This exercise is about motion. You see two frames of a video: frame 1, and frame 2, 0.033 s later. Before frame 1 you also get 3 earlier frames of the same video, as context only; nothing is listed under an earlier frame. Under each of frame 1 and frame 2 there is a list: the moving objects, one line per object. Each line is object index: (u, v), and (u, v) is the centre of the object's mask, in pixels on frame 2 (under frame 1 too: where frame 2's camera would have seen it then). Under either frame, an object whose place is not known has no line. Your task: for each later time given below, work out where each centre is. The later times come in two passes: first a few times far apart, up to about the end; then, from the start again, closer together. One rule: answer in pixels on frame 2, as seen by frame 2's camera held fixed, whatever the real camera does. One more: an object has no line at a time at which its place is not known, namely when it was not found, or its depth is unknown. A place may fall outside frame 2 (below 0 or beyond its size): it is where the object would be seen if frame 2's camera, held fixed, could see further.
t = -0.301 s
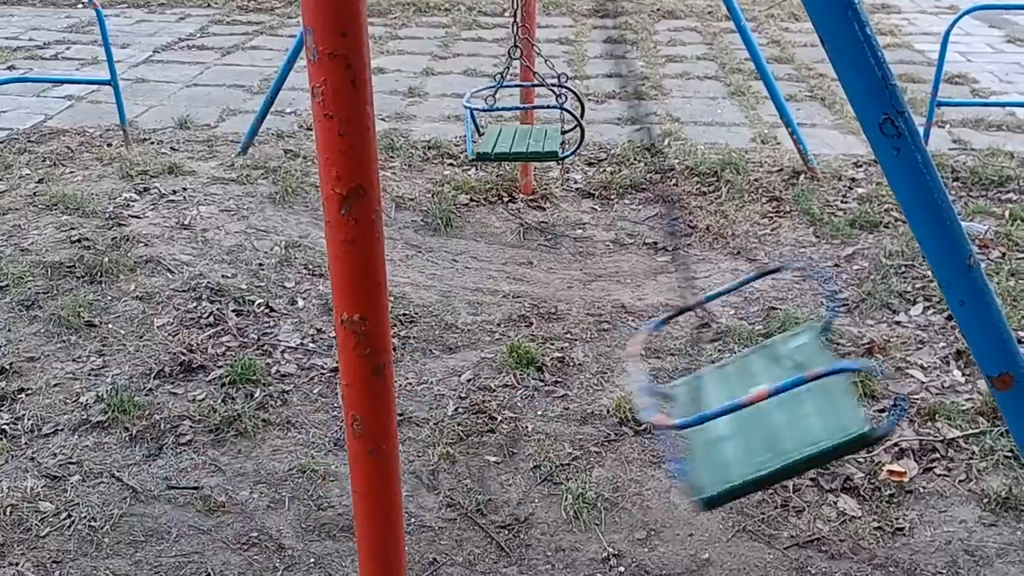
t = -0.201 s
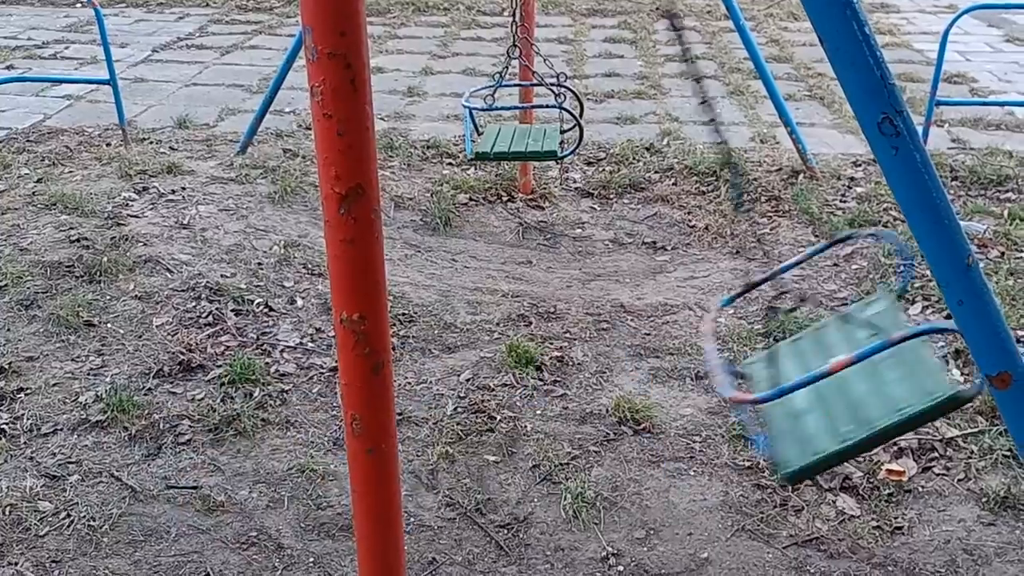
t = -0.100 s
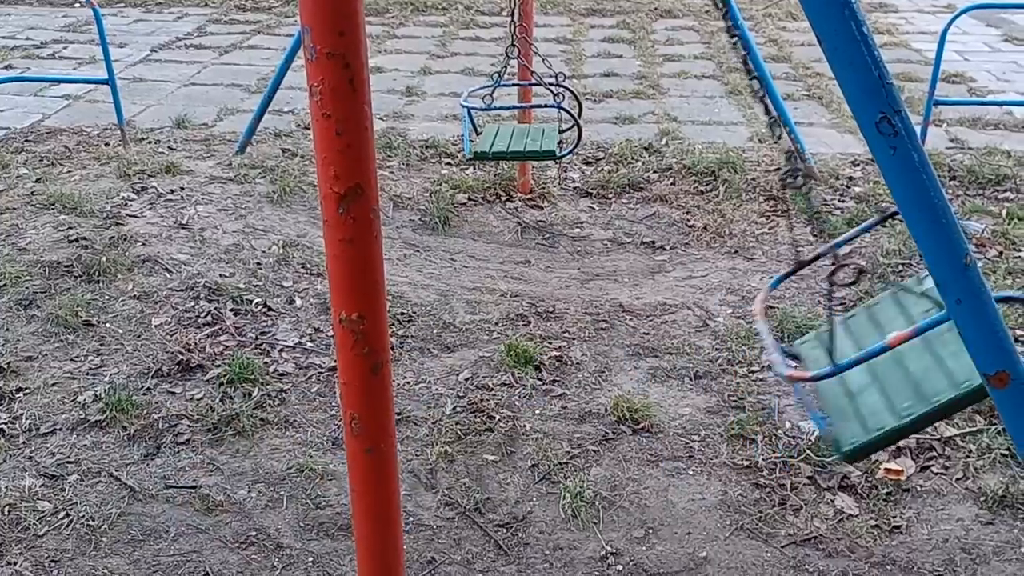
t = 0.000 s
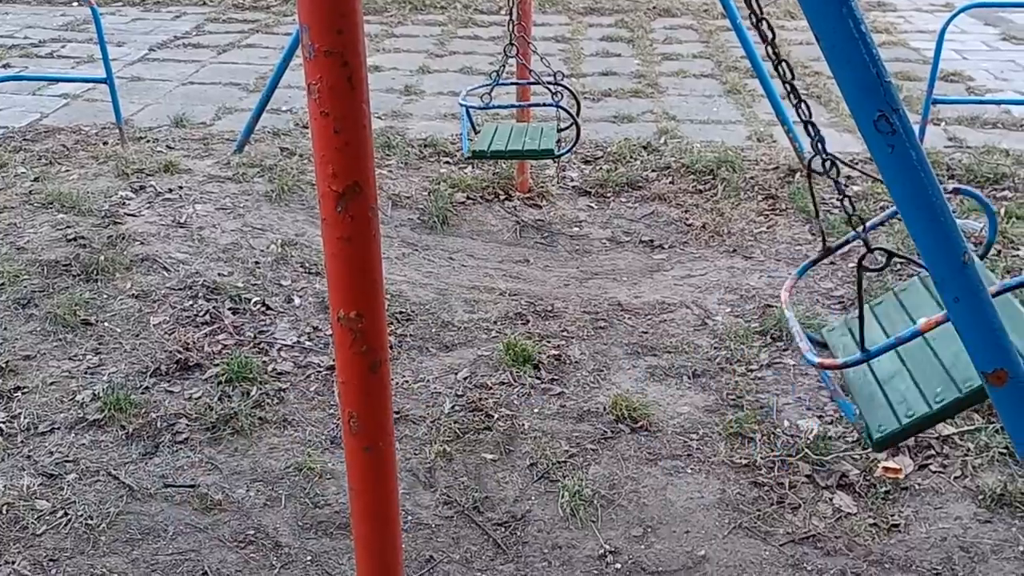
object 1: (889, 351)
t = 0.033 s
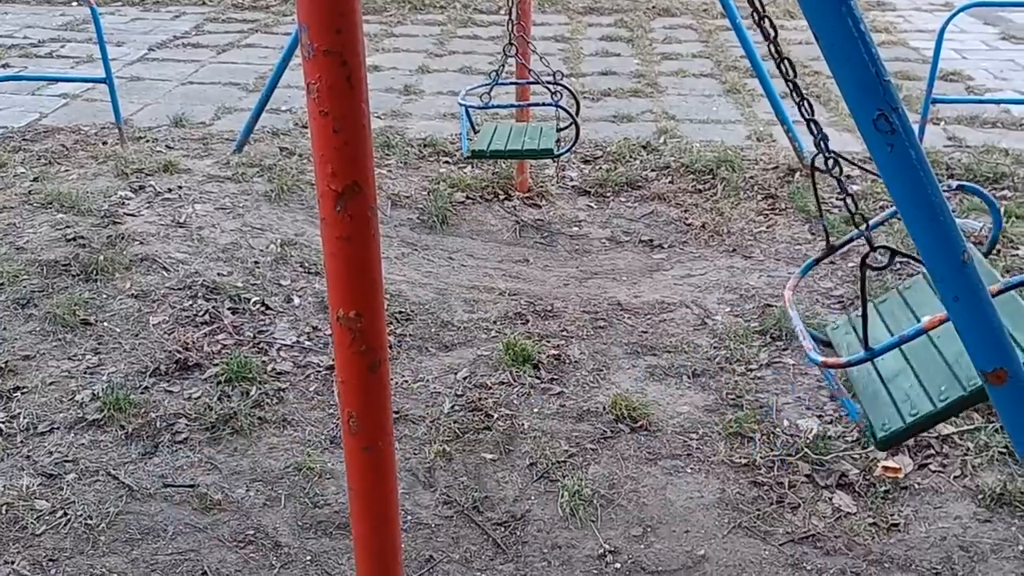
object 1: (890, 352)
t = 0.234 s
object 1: (869, 371)
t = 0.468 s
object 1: (702, 436)
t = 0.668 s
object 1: (487, 471)
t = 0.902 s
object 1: (186, 446)
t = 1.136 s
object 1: (59, 384)
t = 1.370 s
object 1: (45, 351)
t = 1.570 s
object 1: (86, 368)
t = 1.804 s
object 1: (255, 413)
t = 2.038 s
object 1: (538, 409)
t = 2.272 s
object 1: (779, 387)
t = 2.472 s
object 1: (887, 392)
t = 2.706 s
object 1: (897, 414)
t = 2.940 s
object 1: (759, 436)
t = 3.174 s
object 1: (508, 480)
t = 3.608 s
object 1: (112, 345)
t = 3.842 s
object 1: (67, 323)
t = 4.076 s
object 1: (107, 320)
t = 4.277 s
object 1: (217, 399)
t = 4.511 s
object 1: (484, 455)
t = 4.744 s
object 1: (716, 438)
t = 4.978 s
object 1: (885, 431)
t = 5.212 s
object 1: (894, 427)
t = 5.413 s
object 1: (800, 412)
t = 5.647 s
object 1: (571, 429)
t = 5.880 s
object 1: (308, 416)
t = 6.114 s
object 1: (138, 342)
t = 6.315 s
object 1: (80, 339)
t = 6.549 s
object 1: (84, 363)
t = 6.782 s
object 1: (190, 409)
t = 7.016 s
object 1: (471, 479)
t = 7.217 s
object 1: (651, 447)
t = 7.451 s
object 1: (839, 392)
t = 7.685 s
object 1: (879, 387)
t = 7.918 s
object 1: (796, 372)
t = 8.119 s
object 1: (625, 426)
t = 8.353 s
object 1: (398, 430)
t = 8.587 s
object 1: (148, 407)
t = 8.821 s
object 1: (74, 381)
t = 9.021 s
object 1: (69, 388)
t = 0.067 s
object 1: (891, 353)
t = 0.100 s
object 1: (881, 344)
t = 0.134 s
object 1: (887, 352)
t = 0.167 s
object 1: (883, 360)
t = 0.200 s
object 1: (878, 367)
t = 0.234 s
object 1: (869, 371)
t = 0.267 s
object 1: (861, 376)
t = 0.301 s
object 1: (847, 383)
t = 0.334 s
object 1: (824, 370)
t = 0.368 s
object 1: (794, 380)
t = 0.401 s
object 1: (765, 393)
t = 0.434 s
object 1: (735, 427)
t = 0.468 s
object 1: (702, 436)
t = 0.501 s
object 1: (662, 424)
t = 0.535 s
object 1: (627, 432)
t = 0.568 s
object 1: (588, 441)
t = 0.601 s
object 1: (551, 446)
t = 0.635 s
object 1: (510, 450)
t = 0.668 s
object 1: (487, 471)
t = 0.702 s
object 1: (442, 473)
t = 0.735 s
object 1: (398, 470)
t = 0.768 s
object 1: (335, 467)
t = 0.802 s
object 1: (269, 469)
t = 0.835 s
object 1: (246, 464)
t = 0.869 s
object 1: (218, 456)
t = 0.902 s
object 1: (186, 446)
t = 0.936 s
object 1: (163, 418)
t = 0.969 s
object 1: (133, 408)
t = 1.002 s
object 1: (117, 398)
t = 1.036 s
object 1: (93, 411)
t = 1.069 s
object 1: (79, 401)
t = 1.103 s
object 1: (68, 393)
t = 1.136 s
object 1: (59, 384)
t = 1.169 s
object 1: (52, 376)
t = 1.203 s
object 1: (47, 369)
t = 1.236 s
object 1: (44, 362)
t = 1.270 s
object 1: (43, 357)
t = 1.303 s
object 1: (43, 354)
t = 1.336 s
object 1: (43, 352)
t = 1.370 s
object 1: (45, 351)
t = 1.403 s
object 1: (47, 353)
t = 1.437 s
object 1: (51, 354)
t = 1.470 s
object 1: (57, 357)
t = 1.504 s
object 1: (66, 360)
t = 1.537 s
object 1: (75, 363)
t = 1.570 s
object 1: (86, 368)
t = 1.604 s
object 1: (109, 353)
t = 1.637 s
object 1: (112, 378)
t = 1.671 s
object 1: (152, 368)
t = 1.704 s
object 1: (172, 393)
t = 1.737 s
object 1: (201, 400)
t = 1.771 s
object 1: (232, 407)
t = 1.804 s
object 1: (255, 413)
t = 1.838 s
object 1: (276, 417)
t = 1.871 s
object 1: (341, 422)
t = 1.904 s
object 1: (396, 433)
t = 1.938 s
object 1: (464, 427)
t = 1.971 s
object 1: (483, 429)
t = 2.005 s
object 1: (503, 410)
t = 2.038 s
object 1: (538, 409)
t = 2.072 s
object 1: (576, 409)
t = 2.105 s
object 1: (611, 405)
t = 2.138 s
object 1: (646, 404)
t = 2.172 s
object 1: (684, 422)
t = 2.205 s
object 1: (714, 396)
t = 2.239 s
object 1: (745, 390)
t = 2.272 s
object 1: (779, 387)
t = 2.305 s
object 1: (809, 403)
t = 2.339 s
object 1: (827, 376)
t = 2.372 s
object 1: (855, 396)
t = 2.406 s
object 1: (871, 394)
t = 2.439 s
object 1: (879, 392)
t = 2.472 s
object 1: (887, 392)
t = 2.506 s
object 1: (894, 394)
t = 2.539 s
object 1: (899, 400)
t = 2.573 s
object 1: (903, 402)
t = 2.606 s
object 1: (904, 406)
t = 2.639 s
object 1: (903, 408)
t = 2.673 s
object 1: (901, 409)
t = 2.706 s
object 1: (897, 414)
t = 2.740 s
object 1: (889, 417)
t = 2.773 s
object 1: (881, 421)
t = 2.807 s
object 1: (870, 427)
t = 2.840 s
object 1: (844, 411)
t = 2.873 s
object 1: (825, 421)
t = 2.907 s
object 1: (795, 429)
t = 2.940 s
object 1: (759, 436)
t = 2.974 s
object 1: (728, 466)
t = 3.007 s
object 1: (691, 449)
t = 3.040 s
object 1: (653, 455)
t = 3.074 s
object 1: (616, 457)
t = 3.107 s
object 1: (580, 461)
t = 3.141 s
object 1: (543, 461)
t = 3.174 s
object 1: (508, 480)
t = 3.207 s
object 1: (485, 475)
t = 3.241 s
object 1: (431, 470)
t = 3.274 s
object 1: (401, 463)
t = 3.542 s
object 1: (137, 368)
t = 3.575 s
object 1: (109, 374)
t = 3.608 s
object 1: (112, 345)
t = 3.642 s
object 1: (100, 334)
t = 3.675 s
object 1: (83, 348)
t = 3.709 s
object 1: (76, 338)
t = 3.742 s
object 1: (73, 334)
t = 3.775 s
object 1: (70, 329)
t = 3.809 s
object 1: (68, 326)
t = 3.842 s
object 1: (67, 323)
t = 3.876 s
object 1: (67, 323)
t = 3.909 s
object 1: (70, 324)
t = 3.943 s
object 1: (72, 324)
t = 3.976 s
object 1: (77, 328)
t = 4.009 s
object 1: (81, 329)
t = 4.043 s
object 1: (89, 333)
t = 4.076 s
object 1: (107, 320)
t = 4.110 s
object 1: (119, 329)
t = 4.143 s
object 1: (130, 337)
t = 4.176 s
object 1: (151, 348)
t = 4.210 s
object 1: (176, 359)
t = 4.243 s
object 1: (190, 387)
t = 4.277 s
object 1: (217, 399)
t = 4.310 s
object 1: (240, 410)
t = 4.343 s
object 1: (256, 420)
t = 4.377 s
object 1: (305, 425)
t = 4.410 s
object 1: (338, 438)
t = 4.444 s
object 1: (399, 443)
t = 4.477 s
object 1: (458, 462)
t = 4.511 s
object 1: (484, 455)
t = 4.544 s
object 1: (502, 440)
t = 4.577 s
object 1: (542, 444)
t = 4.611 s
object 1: (575, 445)
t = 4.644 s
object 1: (614, 445)
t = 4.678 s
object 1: (647, 442)
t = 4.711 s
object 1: (684, 463)
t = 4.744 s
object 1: (716, 438)
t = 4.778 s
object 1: (747, 433)
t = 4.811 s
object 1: (778, 429)
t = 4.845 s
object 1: (807, 423)
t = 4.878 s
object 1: (832, 418)
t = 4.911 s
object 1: (861, 437)
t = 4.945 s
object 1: (876, 432)
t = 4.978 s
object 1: (885, 431)
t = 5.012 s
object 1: (892, 430)
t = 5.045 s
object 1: (898, 434)
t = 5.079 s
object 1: (901, 433)
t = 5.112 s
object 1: (903, 432)
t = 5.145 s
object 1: (902, 432)
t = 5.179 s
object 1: (899, 431)
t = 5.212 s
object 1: (894, 427)
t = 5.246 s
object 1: (888, 426)
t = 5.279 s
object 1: (880, 426)
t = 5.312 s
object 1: (871, 427)
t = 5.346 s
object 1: (852, 429)
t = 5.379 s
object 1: (830, 408)
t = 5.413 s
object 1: (800, 412)
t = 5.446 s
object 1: (772, 415)
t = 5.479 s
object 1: (743, 443)
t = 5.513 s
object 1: (710, 423)
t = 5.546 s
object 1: (676, 426)
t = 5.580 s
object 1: (640, 427)
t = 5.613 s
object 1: (608, 429)
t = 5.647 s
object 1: (571, 429)
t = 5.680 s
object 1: (536, 427)
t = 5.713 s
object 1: (495, 447)
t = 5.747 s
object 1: (481, 440)
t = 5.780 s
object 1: (462, 436)
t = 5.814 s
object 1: (403, 438)
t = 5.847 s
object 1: (337, 423)
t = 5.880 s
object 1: (308, 416)
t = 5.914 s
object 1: (260, 412)
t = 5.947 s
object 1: (246, 407)
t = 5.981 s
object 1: (221, 397)
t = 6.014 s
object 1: (196, 387)
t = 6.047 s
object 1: (184, 359)
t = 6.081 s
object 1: (157, 351)
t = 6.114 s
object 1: (138, 342)
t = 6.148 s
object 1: (127, 336)
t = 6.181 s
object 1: (107, 352)
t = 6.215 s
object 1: (96, 345)
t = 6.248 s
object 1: (89, 341)
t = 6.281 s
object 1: (84, 340)
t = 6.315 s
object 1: (80, 339)
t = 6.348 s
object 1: (77, 339)
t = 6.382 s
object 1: (75, 340)
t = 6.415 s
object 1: (75, 343)
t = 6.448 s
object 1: (75, 346)
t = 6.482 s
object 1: (76, 351)
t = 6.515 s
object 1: (80, 357)
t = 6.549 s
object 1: (84, 363)
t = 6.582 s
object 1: (91, 370)
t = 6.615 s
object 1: (98, 379)
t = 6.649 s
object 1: (108, 386)
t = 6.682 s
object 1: (128, 375)
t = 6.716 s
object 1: (140, 386)
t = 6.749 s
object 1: (150, 415)
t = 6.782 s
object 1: (190, 409)
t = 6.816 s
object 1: (207, 439)
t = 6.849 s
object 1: (236, 451)
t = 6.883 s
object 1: (255, 457)
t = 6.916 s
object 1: (273, 466)
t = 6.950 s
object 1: (345, 474)
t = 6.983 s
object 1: (397, 479)
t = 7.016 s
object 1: (471, 479)
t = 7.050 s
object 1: (486, 481)
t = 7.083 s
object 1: (510, 462)
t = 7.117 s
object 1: (545, 461)
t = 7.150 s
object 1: (580, 456)
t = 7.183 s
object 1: (616, 452)
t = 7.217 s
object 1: (651, 447)
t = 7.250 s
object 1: (688, 441)
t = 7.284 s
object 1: (716, 434)
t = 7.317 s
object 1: (745, 427)
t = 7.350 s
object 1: (779, 419)
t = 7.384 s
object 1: (803, 410)
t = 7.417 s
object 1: (826, 401)
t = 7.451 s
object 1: (839, 392)
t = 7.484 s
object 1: (860, 409)
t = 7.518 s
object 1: (870, 402)
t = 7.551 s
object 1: (874, 396)
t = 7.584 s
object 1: (878, 392)
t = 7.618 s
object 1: (880, 393)
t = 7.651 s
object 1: (880, 390)
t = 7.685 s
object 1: (879, 387)
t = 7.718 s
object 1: (876, 385)
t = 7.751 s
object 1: (871, 386)
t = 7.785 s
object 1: (866, 381)
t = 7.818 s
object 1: (856, 383)
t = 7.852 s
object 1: (841, 385)
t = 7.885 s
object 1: (823, 367)
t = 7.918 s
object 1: (796, 372)
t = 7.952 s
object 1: (772, 377)
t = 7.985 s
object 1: (747, 383)
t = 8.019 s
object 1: (718, 389)
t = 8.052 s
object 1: (693, 395)
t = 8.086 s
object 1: (658, 399)
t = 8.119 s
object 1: (625, 426)
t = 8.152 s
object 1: (594, 408)
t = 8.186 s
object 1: (559, 411)
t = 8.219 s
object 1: (525, 414)
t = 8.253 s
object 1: (498, 414)
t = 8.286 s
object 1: (480, 433)
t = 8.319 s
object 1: (432, 441)
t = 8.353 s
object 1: (398, 430)
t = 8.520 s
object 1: (205, 420)
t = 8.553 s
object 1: (178, 412)
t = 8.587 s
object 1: (148, 407)
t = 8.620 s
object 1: (124, 400)
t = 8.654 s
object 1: (123, 376)
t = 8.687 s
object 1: (102, 392)
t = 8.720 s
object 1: (92, 389)
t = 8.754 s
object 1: (85, 386)
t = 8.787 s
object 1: (78, 383)
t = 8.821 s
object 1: (74, 381)
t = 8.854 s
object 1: (70, 379)
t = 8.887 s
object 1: (68, 379)
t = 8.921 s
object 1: (66, 380)
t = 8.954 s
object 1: (67, 380)
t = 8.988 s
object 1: (67, 384)
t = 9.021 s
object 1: (69, 388)
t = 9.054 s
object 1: (71, 393)
